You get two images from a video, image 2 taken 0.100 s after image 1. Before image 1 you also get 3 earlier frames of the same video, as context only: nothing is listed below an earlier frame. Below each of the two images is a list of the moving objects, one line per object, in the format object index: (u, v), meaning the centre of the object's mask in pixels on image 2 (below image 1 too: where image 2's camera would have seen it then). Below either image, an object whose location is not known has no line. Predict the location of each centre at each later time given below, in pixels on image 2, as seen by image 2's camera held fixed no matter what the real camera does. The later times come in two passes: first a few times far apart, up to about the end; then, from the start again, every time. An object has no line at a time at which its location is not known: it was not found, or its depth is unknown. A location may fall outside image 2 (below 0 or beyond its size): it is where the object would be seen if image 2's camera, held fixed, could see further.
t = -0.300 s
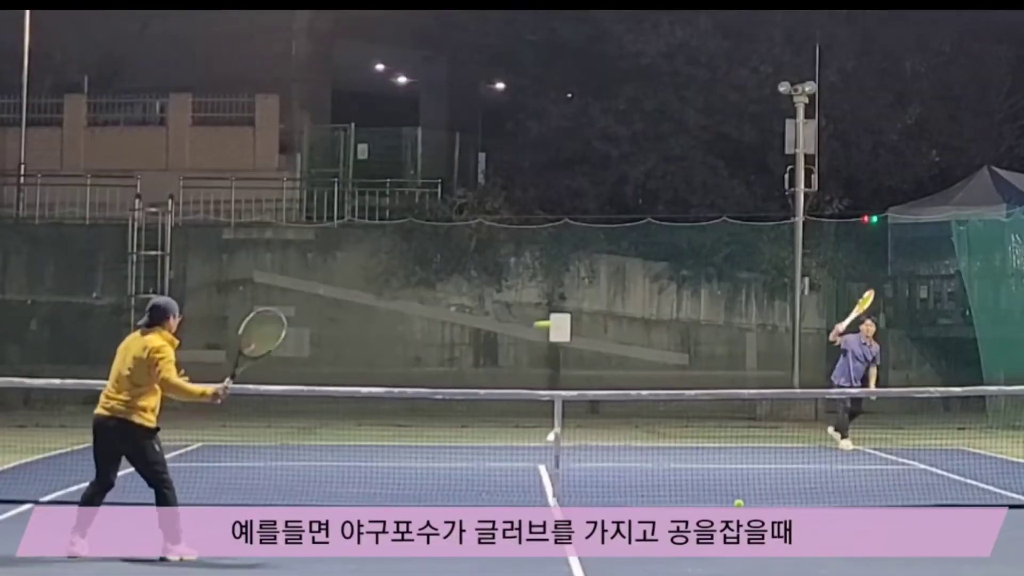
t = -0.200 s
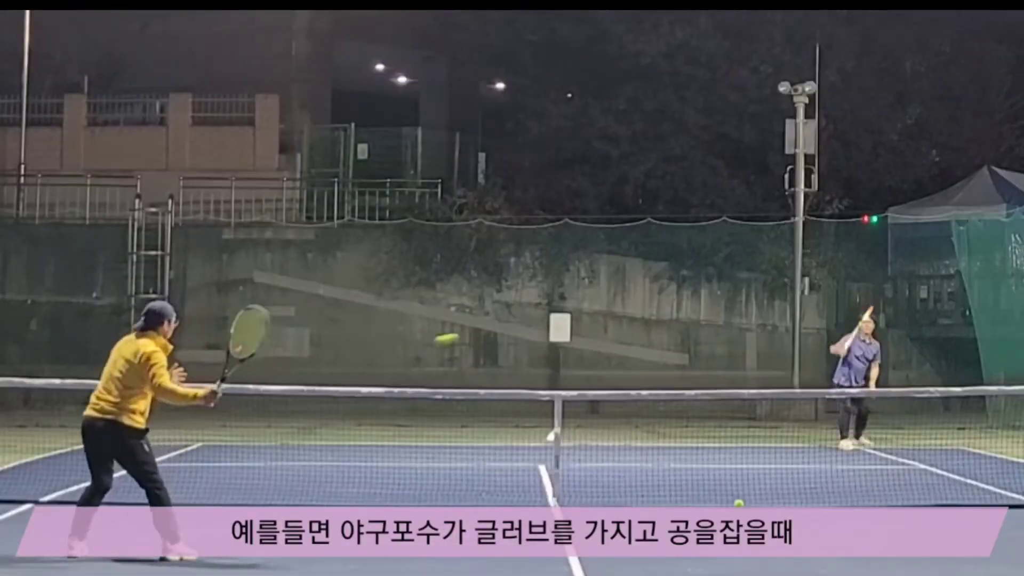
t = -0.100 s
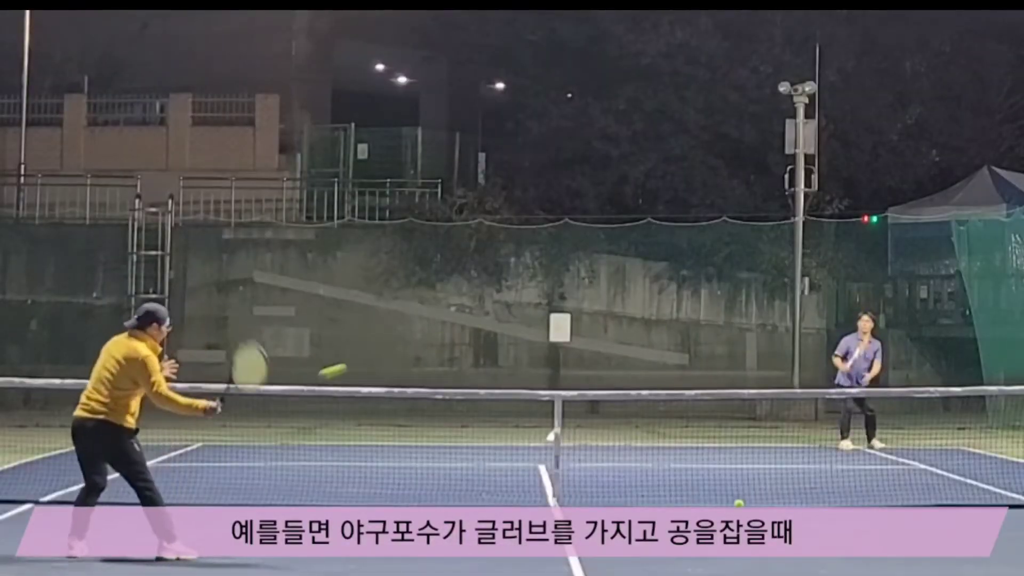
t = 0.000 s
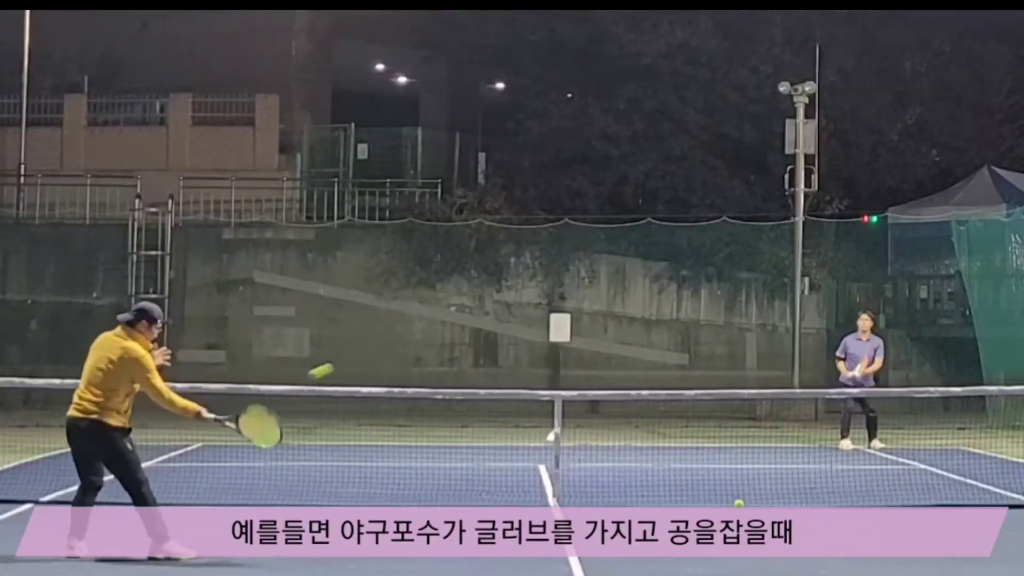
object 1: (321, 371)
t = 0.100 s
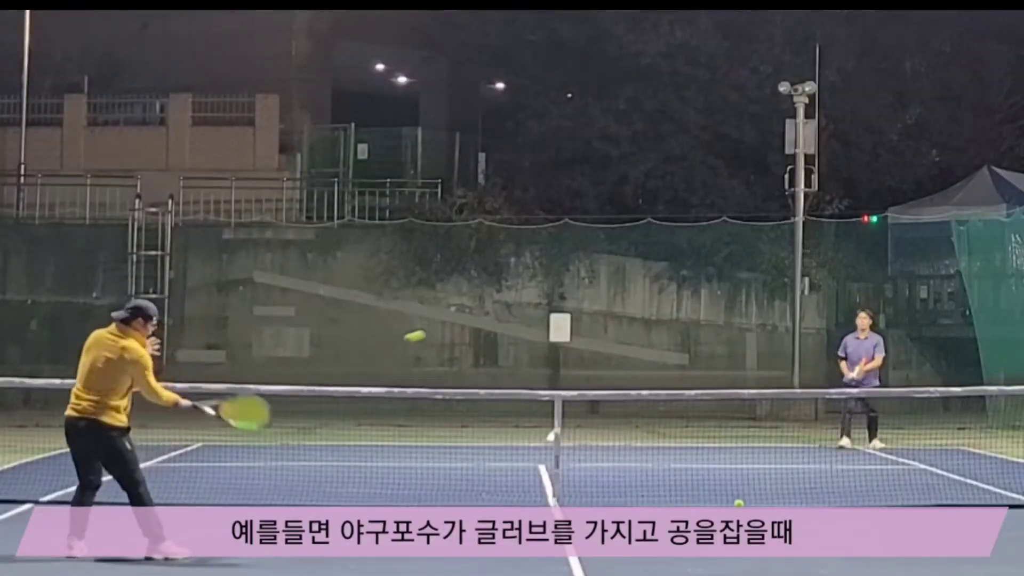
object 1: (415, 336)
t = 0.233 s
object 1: (510, 318)
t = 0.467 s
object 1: (630, 335)
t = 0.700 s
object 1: (712, 389)
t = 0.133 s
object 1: (441, 330)
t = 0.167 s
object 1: (466, 324)
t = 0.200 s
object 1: (489, 320)
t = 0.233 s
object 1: (510, 318)
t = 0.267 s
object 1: (531, 317)
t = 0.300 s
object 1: (548, 317)
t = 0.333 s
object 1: (569, 318)
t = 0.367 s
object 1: (585, 321)
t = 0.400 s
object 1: (601, 325)
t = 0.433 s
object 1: (616, 330)
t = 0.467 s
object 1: (630, 335)
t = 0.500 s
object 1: (644, 341)
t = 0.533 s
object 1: (657, 347)
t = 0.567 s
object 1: (670, 355)
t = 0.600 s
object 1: (681, 363)
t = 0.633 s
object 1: (693, 372)
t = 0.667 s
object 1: (704, 381)
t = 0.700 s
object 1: (712, 389)
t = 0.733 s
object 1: (724, 402)
